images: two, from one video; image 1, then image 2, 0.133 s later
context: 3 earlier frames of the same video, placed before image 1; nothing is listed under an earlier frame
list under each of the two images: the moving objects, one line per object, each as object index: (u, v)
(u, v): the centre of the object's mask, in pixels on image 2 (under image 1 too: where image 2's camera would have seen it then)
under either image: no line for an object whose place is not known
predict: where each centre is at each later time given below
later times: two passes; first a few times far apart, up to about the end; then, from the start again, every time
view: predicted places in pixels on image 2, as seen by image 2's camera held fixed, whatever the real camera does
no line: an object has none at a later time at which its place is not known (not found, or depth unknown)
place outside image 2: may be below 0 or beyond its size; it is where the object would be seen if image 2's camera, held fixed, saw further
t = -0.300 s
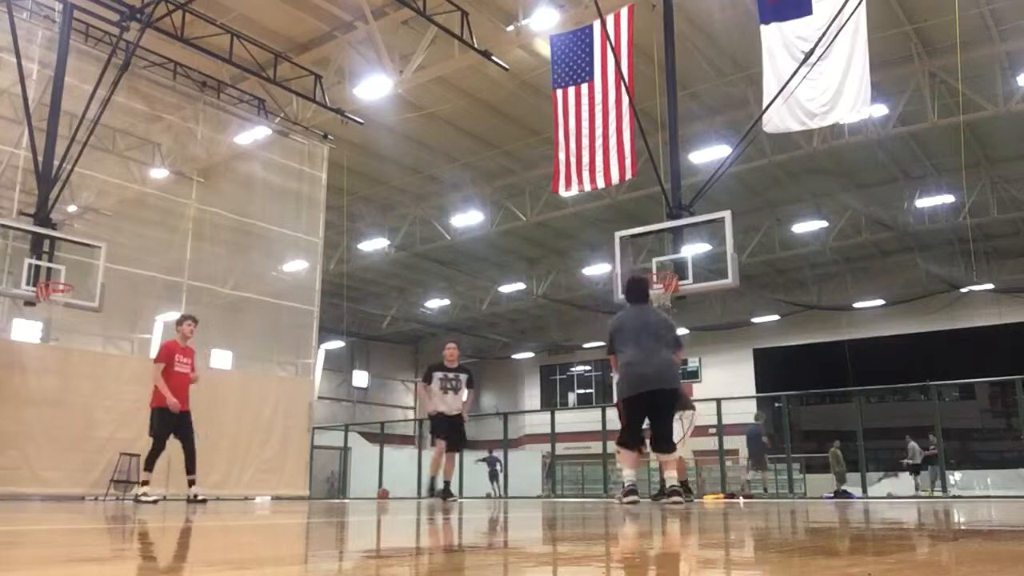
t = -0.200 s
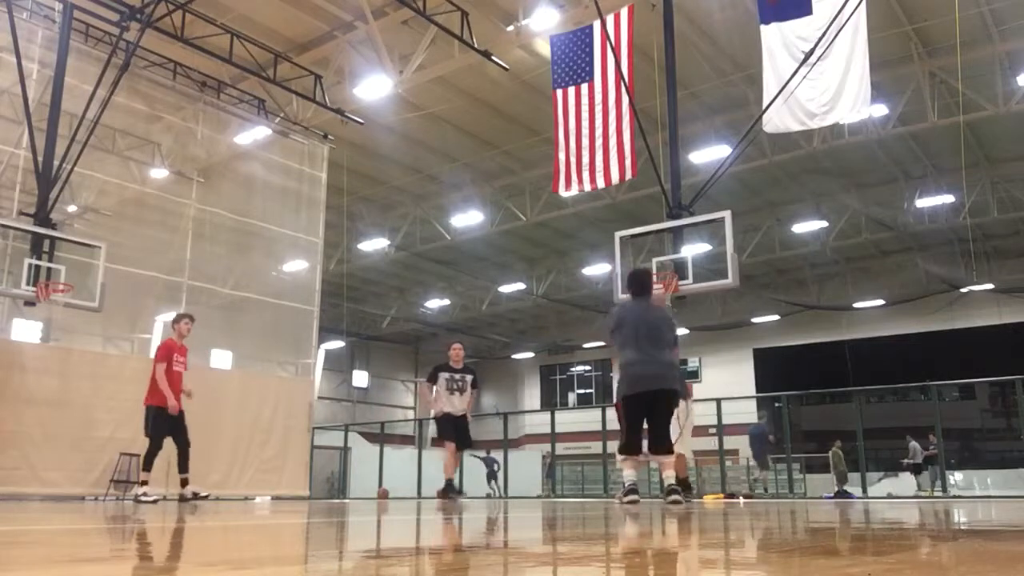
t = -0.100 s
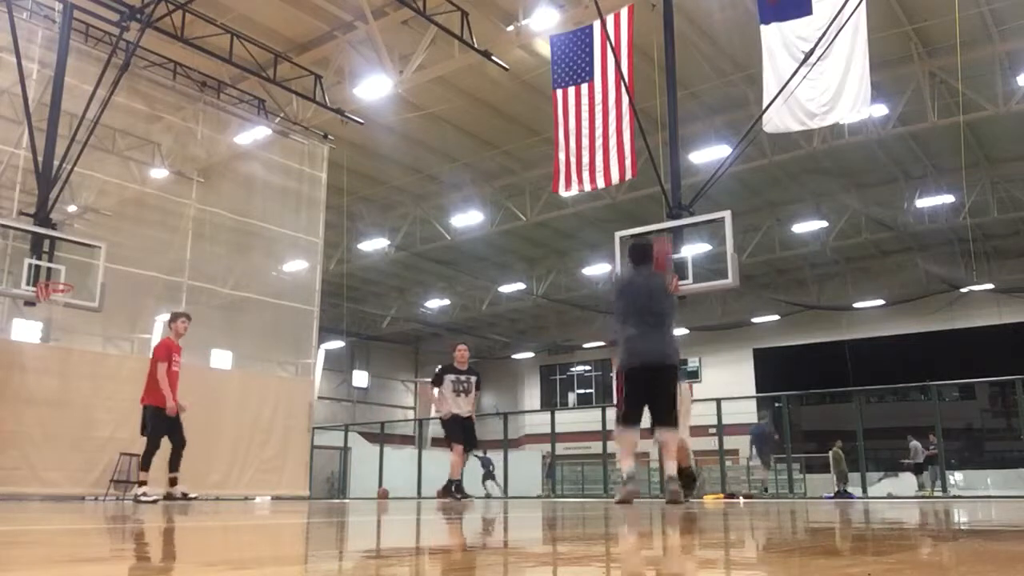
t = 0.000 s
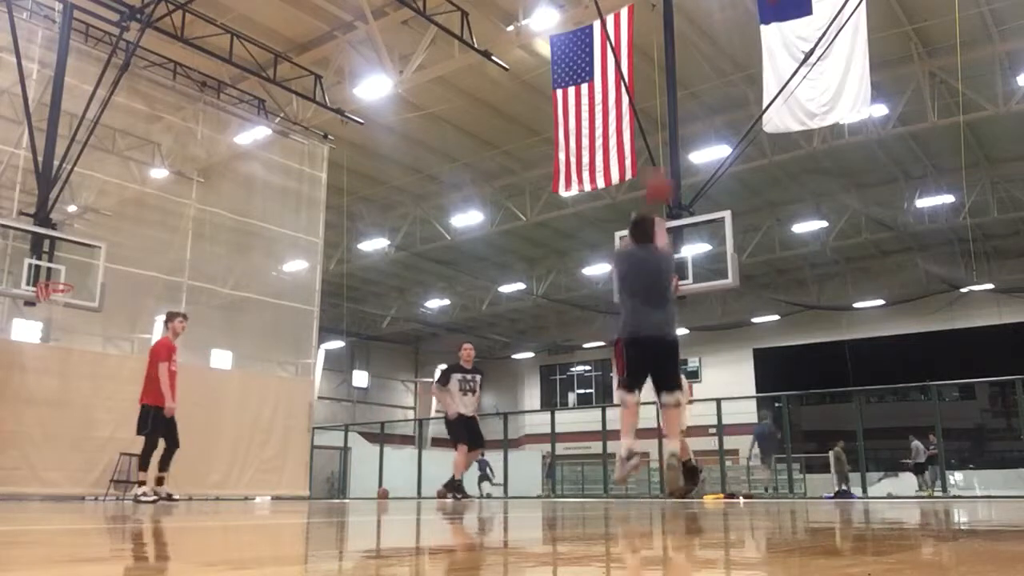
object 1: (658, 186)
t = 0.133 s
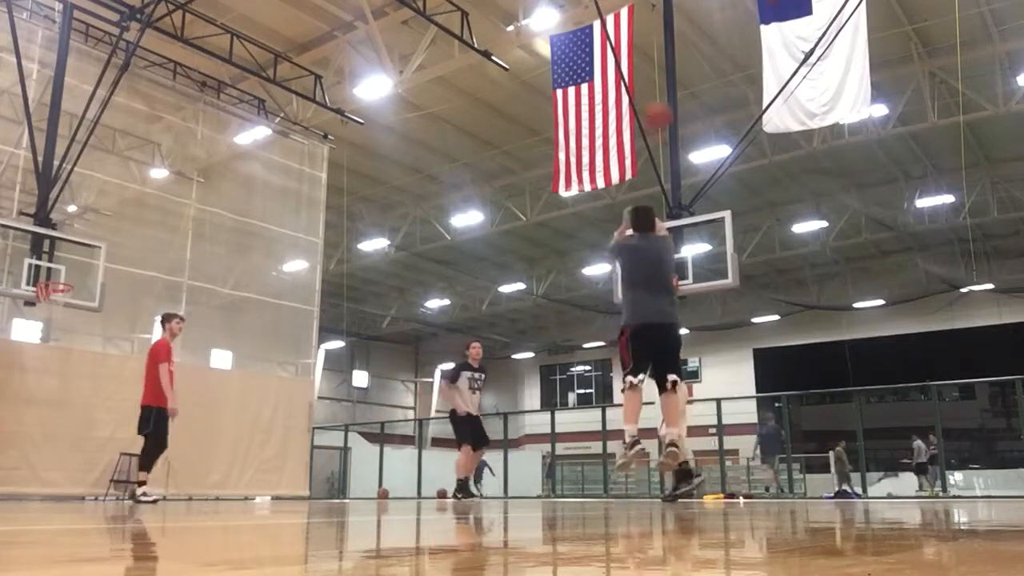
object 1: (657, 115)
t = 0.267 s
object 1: (659, 75)
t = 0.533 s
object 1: (662, 58)
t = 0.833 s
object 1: (670, 100)
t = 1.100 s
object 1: (672, 183)
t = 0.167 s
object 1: (656, 103)
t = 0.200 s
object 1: (657, 93)
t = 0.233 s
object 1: (659, 83)
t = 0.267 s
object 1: (659, 75)
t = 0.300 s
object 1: (659, 69)
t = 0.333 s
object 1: (659, 64)
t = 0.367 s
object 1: (659, 61)
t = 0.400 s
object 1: (660, 59)
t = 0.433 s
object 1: (662, 58)
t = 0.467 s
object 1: (662, 57)
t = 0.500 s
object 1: (662, 58)
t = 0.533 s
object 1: (662, 58)
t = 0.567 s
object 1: (664, 58)
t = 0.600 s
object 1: (664, 61)
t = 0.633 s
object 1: (665, 65)
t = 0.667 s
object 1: (665, 68)
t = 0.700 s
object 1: (666, 74)
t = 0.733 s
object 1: (666, 80)
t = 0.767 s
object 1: (667, 86)
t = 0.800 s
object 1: (667, 93)
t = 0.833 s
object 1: (670, 100)
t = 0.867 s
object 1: (669, 109)
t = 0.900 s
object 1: (671, 116)
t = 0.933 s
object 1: (672, 127)
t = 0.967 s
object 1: (672, 138)
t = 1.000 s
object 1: (672, 145)
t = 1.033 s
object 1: (672, 161)
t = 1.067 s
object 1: (672, 170)
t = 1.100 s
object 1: (672, 183)
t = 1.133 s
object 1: (673, 198)
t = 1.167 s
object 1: (674, 209)
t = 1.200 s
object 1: (675, 223)
